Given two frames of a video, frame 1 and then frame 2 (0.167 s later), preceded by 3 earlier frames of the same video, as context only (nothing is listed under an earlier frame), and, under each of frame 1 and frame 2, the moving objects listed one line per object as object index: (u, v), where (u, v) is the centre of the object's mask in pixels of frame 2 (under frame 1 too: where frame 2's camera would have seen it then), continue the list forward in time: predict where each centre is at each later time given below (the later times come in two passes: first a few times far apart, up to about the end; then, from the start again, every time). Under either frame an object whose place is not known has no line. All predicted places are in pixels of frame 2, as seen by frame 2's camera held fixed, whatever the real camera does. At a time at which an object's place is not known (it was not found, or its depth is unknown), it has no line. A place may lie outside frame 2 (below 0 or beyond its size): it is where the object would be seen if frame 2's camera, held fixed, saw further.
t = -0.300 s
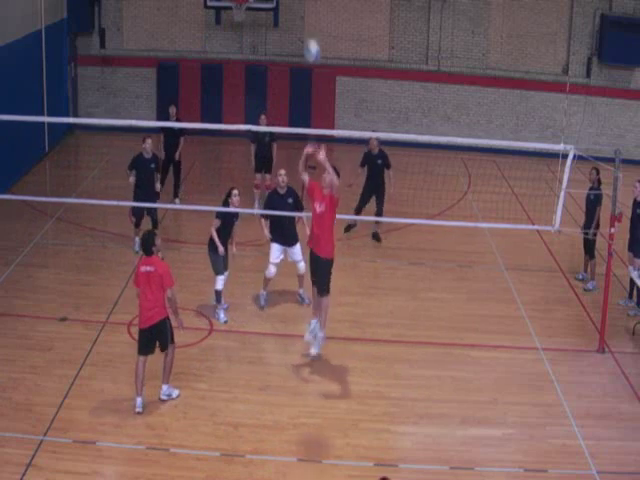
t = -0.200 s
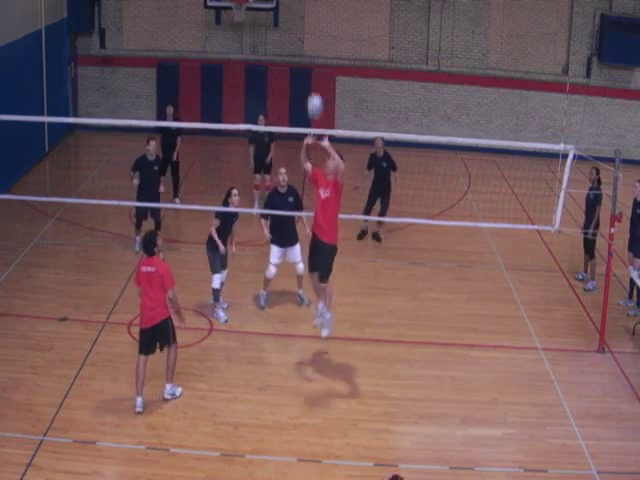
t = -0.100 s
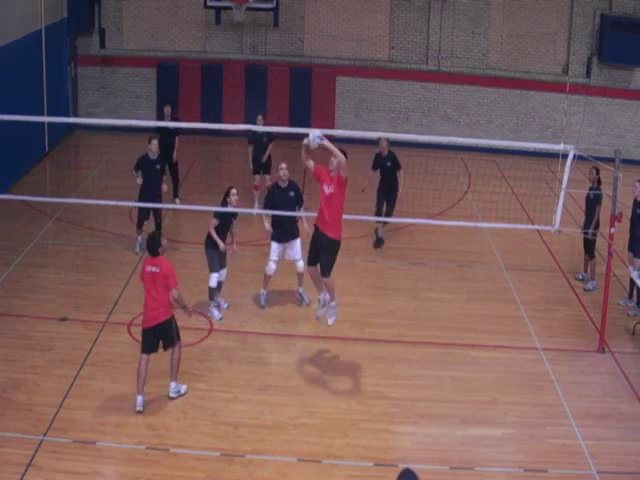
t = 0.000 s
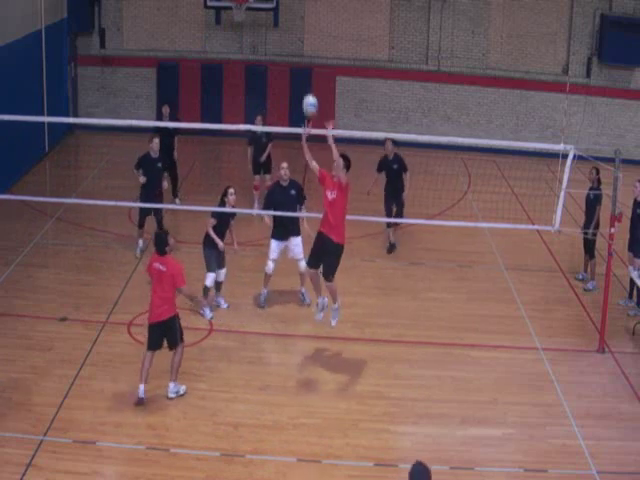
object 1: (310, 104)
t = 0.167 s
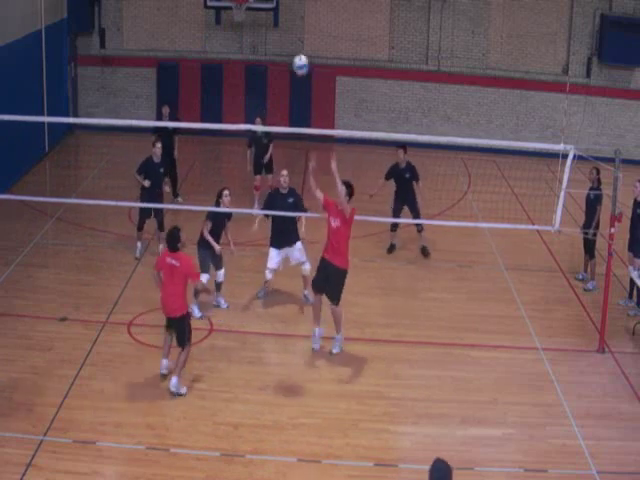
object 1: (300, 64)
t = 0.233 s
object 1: (296, 55)
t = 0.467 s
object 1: (282, 55)
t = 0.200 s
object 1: (298, 59)
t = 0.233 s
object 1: (296, 55)
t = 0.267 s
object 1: (295, 52)
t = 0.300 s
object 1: (292, 49)
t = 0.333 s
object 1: (290, 49)
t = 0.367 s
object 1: (288, 49)
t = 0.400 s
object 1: (287, 50)
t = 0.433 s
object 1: (284, 53)
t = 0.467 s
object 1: (282, 55)
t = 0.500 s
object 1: (280, 60)
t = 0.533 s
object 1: (278, 66)
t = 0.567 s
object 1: (276, 72)
